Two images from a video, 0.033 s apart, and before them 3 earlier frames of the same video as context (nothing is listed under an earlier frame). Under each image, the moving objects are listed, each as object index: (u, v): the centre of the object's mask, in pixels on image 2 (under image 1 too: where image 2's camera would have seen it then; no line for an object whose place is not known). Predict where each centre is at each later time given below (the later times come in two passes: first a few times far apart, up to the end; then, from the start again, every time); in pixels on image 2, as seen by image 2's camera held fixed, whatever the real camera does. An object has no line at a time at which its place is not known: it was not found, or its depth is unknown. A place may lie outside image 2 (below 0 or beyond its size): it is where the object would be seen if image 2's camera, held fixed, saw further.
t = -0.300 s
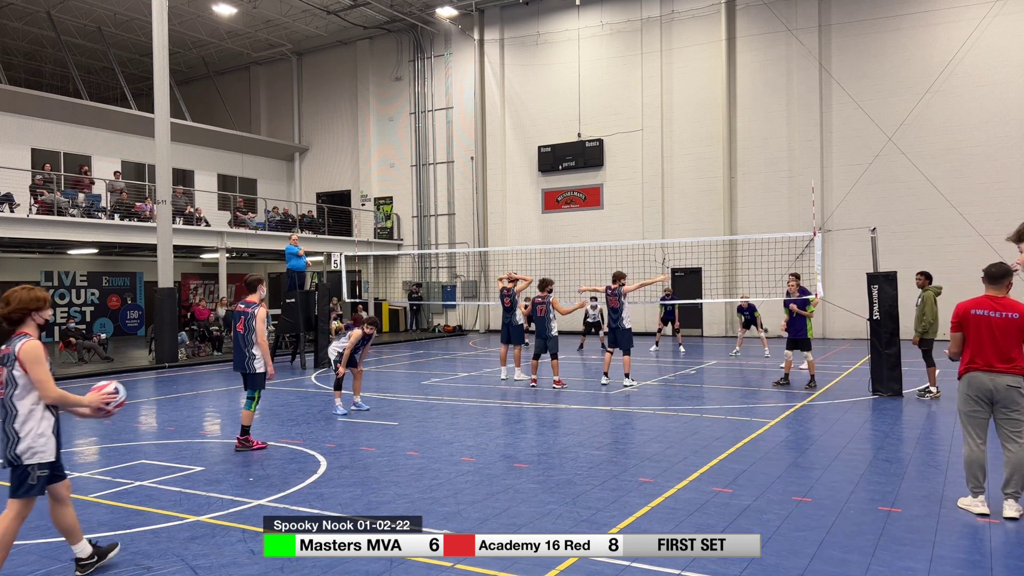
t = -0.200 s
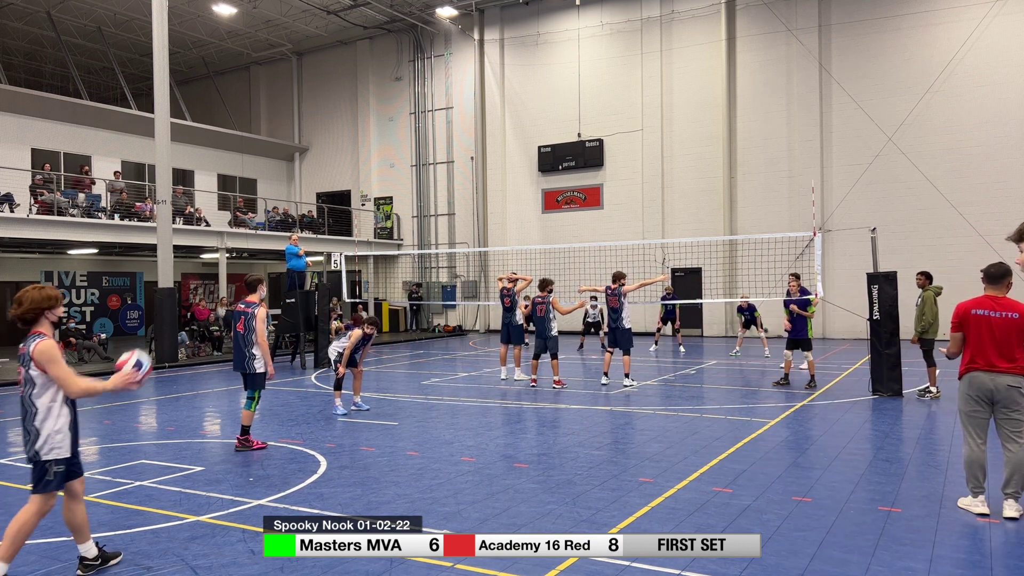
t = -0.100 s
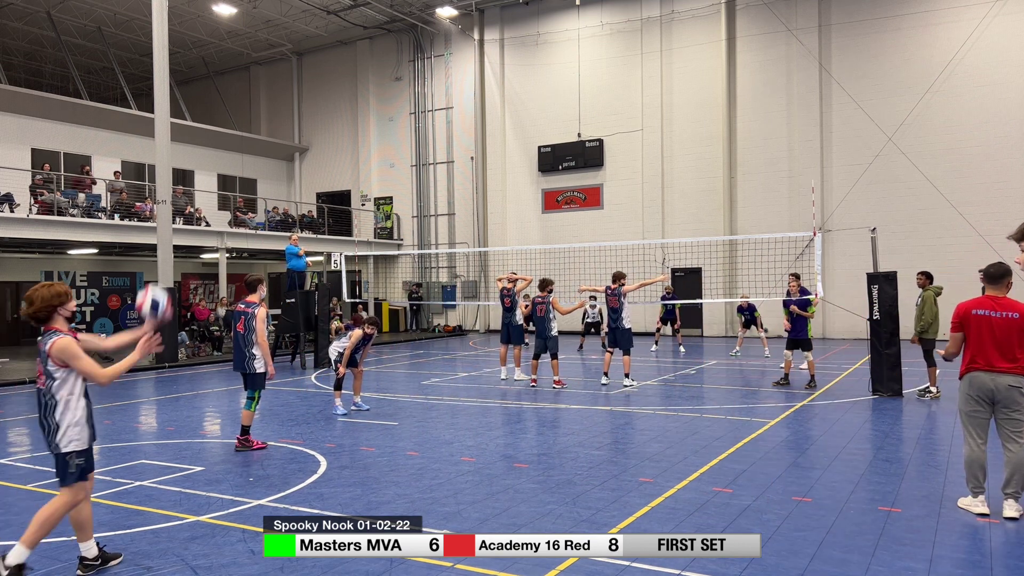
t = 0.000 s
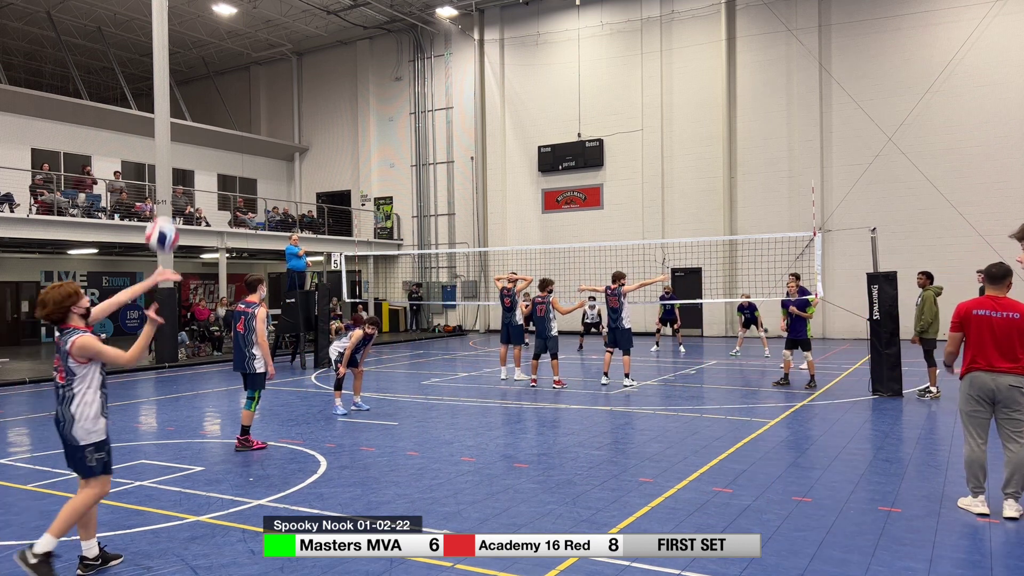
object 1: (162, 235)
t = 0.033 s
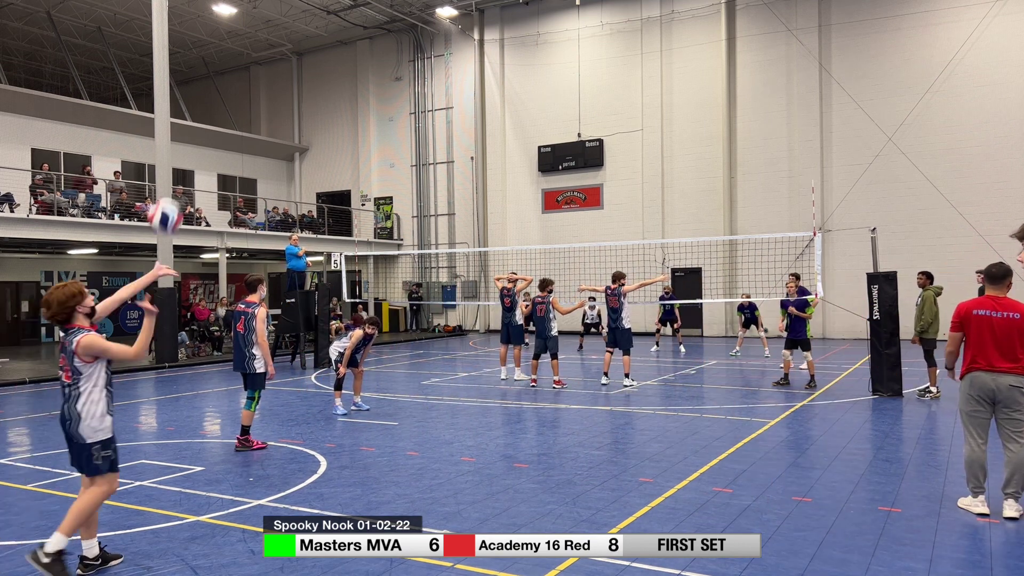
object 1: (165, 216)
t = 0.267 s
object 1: (188, 133)
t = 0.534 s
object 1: (214, 139)
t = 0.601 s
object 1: (221, 156)
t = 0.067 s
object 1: (169, 198)
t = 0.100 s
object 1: (172, 183)
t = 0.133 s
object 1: (175, 170)
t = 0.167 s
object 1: (178, 158)
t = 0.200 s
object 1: (181, 148)
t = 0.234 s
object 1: (185, 140)
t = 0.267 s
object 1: (188, 133)
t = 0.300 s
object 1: (191, 129)
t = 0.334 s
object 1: (194, 125)
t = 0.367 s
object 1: (197, 124)
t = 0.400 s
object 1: (201, 124)
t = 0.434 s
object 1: (204, 125)
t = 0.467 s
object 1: (208, 128)
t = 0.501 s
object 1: (211, 133)
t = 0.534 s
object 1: (214, 139)
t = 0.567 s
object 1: (217, 147)
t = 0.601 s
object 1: (221, 156)
